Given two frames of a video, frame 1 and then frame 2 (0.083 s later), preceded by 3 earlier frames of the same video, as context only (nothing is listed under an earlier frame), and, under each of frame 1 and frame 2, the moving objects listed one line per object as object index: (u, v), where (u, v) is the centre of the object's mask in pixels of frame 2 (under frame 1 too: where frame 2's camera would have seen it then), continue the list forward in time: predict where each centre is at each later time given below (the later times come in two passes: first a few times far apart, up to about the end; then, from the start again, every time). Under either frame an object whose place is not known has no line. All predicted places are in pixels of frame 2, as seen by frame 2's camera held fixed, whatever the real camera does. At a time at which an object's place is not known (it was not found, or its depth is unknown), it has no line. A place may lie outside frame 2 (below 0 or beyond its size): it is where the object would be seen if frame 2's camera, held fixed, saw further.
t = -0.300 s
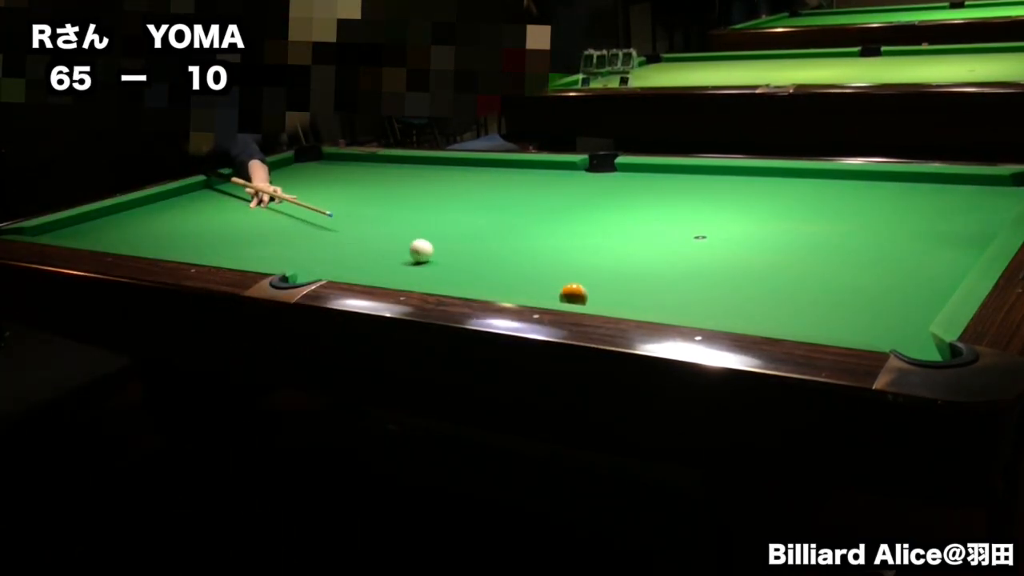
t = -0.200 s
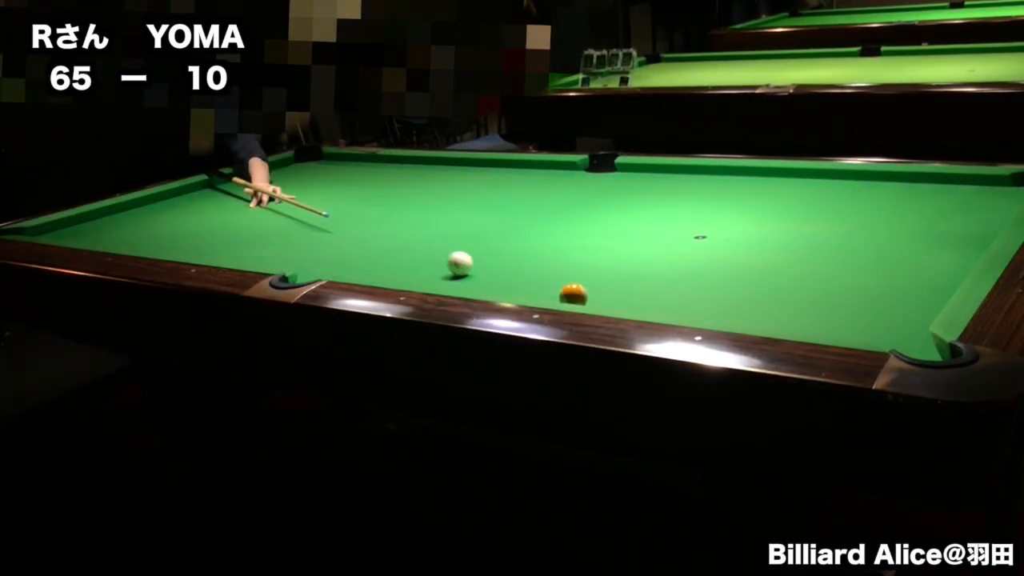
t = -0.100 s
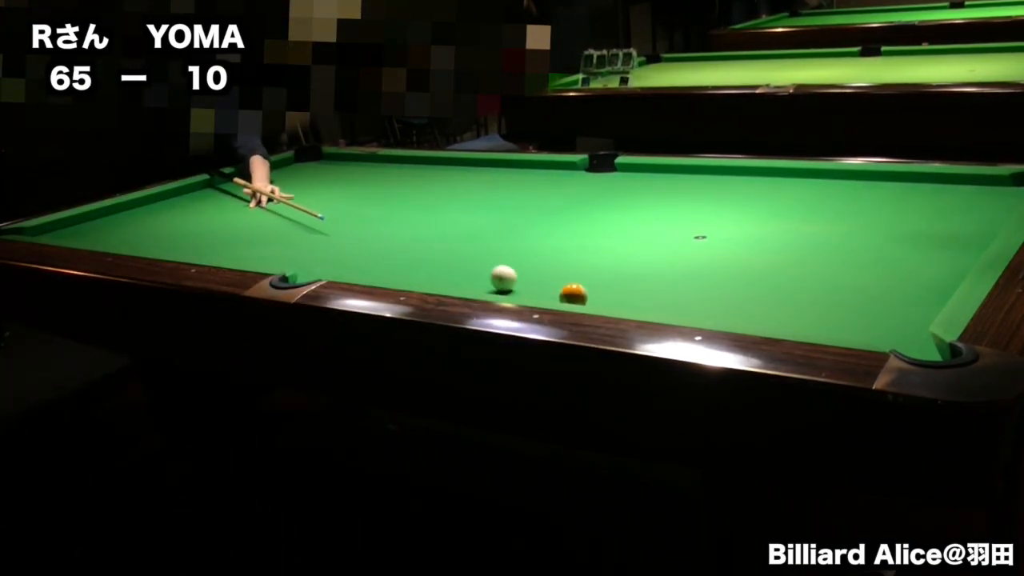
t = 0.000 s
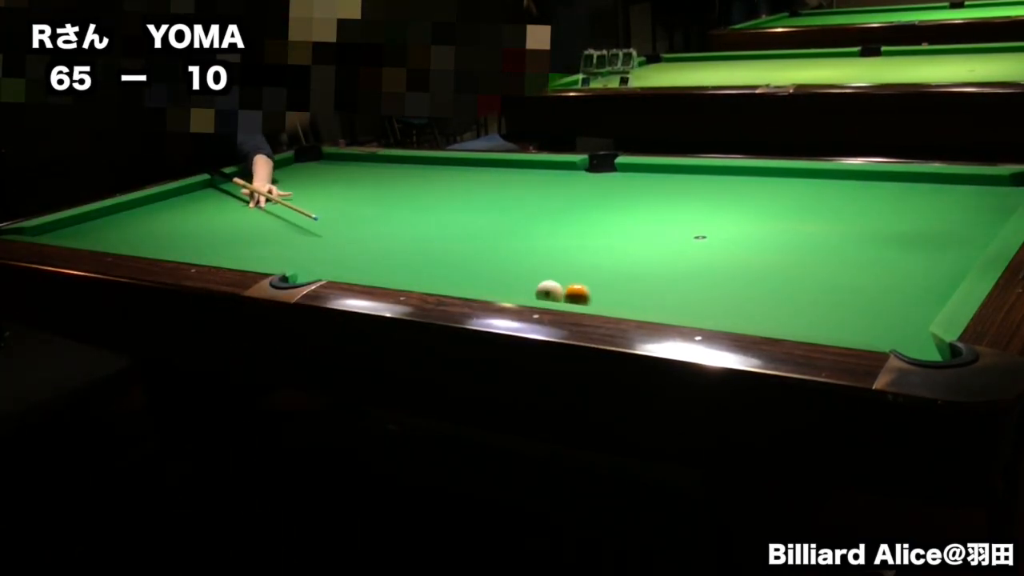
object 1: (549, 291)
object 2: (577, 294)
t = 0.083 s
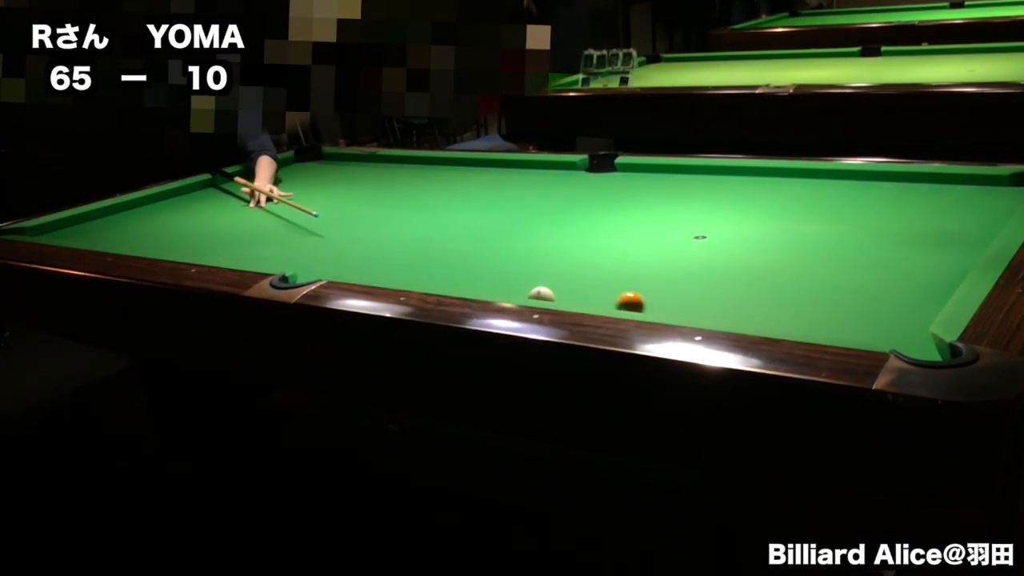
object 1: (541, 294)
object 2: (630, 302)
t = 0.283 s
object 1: (573, 293)
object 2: (746, 318)
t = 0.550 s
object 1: (615, 291)
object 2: (906, 341)
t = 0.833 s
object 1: (656, 285)
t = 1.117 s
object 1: (694, 281)
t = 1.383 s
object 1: (727, 276)
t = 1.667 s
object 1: (758, 273)
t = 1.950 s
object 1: (786, 269)
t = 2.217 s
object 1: (809, 266)
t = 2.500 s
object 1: (831, 263)
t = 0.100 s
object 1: (543, 294)
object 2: (641, 303)
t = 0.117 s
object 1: (545, 294)
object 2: (651, 305)
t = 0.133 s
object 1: (547, 294)
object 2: (661, 306)
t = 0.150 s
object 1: (550, 294)
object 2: (671, 308)
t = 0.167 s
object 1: (553, 294)
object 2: (681, 309)
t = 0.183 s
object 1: (556, 294)
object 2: (690, 310)
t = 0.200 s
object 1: (559, 294)
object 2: (700, 312)
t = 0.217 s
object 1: (561, 294)
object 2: (709, 313)
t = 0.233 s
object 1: (564, 294)
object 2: (719, 315)
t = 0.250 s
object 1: (567, 294)
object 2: (727, 316)
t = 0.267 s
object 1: (570, 294)
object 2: (737, 317)
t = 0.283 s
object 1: (573, 293)
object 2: (746, 318)
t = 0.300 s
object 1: (576, 293)
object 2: (756, 319)
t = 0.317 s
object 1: (578, 294)
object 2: (765, 321)
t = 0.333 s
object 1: (581, 293)
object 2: (775, 322)
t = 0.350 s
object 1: (583, 293)
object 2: (785, 323)
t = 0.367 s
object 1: (587, 293)
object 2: (794, 324)
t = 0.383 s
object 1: (589, 293)
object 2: (804, 325)
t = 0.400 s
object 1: (592, 293)
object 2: (814, 326)
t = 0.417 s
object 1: (594, 293)
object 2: (824, 328)
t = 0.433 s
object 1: (597, 293)
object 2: (834, 329)
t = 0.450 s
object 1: (599, 292)
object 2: (844, 330)
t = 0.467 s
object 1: (602, 292)
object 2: (854, 331)
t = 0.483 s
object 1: (604, 292)
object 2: (865, 333)
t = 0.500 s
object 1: (607, 292)
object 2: (875, 335)
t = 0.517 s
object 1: (610, 291)
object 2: (885, 337)
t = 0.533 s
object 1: (612, 291)
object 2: (896, 339)
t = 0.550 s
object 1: (615, 291)
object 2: (906, 341)
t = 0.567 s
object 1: (618, 291)
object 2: (916, 343)
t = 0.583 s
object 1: (620, 290)
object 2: (920, 344)
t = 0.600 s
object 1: (622, 290)
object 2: (917, 344)
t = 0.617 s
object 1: (625, 290)
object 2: (914, 346)
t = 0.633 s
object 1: (627, 289)
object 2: (911, 347)
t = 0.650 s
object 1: (630, 289)
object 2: (910, 350)
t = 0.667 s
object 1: (632, 289)
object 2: (909, 352)
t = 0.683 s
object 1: (635, 288)
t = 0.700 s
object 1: (637, 288)
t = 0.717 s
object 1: (640, 288)
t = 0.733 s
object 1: (642, 287)
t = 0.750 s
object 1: (644, 287)
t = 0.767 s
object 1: (647, 287)
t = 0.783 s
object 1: (649, 286)
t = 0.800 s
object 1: (651, 286)
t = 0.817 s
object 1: (654, 286)
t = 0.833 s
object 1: (656, 285)
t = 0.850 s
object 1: (659, 286)
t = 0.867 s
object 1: (661, 285)
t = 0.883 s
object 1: (663, 284)
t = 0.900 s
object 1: (665, 284)
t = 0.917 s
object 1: (668, 284)
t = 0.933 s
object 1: (670, 284)
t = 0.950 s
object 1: (672, 284)
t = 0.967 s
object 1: (675, 283)
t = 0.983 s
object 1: (677, 283)
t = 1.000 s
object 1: (679, 283)
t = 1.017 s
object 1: (681, 282)
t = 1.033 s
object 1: (683, 282)
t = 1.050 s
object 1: (686, 282)
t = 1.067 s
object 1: (688, 282)
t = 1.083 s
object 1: (690, 281)
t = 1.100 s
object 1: (692, 281)
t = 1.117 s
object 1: (694, 281)
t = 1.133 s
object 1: (696, 281)
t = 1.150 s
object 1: (698, 280)
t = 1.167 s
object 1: (700, 280)
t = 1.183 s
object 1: (703, 280)
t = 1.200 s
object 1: (705, 279)
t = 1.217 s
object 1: (707, 279)
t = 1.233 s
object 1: (709, 279)
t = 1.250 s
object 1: (711, 278)
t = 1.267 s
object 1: (713, 278)
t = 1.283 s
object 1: (715, 278)
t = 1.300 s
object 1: (717, 278)
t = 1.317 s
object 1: (719, 277)
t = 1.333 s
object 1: (721, 277)
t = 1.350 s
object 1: (723, 277)
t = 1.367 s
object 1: (725, 277)
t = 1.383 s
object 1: (727, 276)
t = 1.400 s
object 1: (729, 276)
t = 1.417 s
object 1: (731, 276)
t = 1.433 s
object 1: (733, 276)
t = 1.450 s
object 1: (735, 275)
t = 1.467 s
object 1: (736, 275)
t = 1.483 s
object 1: (738, 275)
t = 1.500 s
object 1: (740, 275)
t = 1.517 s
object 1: (742, 275)
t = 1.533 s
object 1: (744, 274)
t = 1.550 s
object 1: (746, 274)
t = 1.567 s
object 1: (747, 274)
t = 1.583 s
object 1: (749, 274)
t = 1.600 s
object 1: (751, 274)
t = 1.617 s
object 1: (753, 273)
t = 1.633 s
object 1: (754, 273)
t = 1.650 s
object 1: (756, 273)
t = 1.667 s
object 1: (758, 273)
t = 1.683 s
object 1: (760, 272)
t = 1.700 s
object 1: (762, 272)
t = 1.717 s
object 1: (763, 272)
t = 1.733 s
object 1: (765, 271)
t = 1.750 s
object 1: (766, 271)
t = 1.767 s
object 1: (769, 271)
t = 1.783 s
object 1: (770, 271)
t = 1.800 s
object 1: (772, 271)
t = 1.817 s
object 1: (773, 270)
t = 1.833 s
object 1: (775, 270)
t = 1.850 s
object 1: (777, 270)
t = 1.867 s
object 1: (778, 270)
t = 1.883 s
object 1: (780, 270)
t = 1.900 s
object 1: (781, 269)
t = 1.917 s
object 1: (783, 269)
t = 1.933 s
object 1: (784, 269)
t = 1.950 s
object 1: (786, 269)
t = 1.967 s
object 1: (787, 269)
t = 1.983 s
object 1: (789, 269)
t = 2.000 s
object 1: (790, 268)
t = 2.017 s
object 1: (792, 268)
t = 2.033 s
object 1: (793, 268)
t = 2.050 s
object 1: (795, 268)
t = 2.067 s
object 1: (796, 268)
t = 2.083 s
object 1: (798, 268)
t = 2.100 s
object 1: (799, 267)
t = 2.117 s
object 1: (801, 267)
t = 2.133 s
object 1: (802, 267)
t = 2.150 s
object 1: (804, 267)
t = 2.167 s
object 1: (805, 267)
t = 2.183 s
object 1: (806, 266)
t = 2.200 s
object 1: (808, 266)
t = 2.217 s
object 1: (809, 266)
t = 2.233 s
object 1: (811, 266)
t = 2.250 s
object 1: (812, 266)
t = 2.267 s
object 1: (813, 266)
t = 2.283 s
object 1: (815, 265)
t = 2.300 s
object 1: (816, 265)
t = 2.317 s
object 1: (818, 265)
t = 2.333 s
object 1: (819, 265)
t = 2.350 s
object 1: (820, 265)
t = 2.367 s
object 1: (822, 265)
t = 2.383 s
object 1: (823, 264)
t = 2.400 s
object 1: (824, 264)
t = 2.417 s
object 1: (825, 264)
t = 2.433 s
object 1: (826, 264)
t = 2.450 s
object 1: (828, 264)
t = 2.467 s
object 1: (829, 264)
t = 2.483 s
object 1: (830, 264)
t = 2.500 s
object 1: (831, 263)
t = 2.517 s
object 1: (833, 263)
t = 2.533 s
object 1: (834, 263)
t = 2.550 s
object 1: (835, 263)
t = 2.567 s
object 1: (836, 263)
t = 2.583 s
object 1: (837, 263)
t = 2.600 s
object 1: (838, 263)
